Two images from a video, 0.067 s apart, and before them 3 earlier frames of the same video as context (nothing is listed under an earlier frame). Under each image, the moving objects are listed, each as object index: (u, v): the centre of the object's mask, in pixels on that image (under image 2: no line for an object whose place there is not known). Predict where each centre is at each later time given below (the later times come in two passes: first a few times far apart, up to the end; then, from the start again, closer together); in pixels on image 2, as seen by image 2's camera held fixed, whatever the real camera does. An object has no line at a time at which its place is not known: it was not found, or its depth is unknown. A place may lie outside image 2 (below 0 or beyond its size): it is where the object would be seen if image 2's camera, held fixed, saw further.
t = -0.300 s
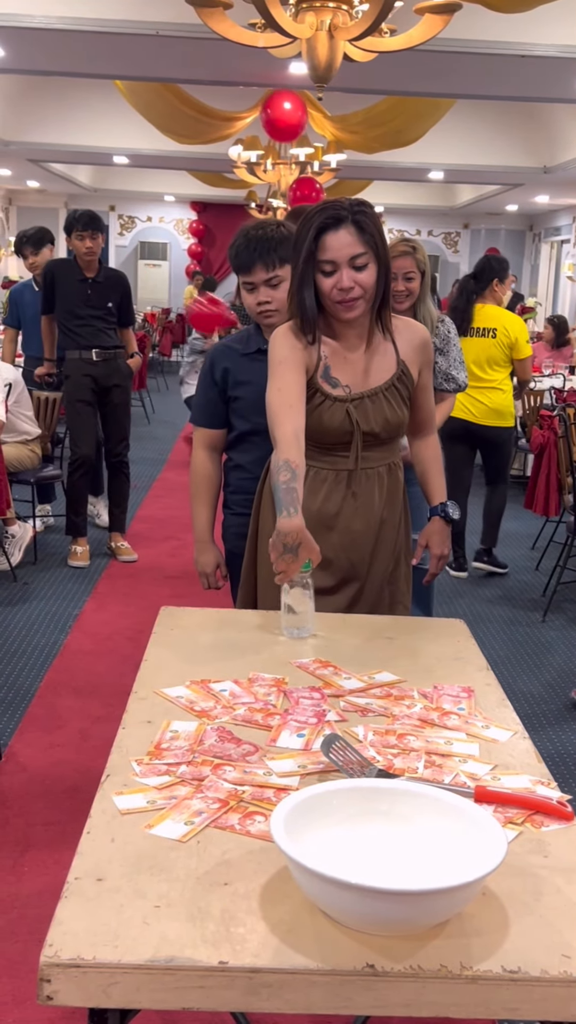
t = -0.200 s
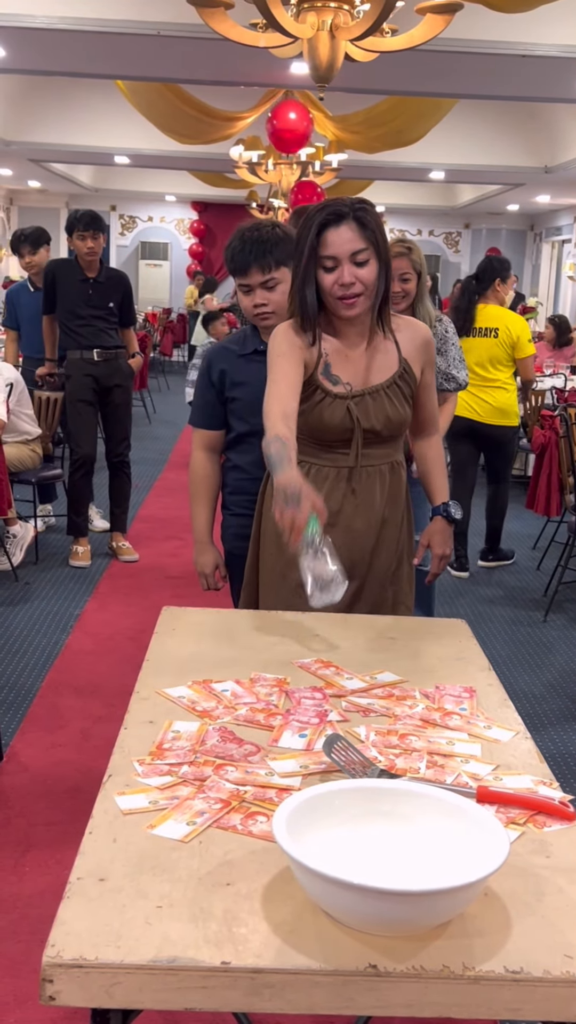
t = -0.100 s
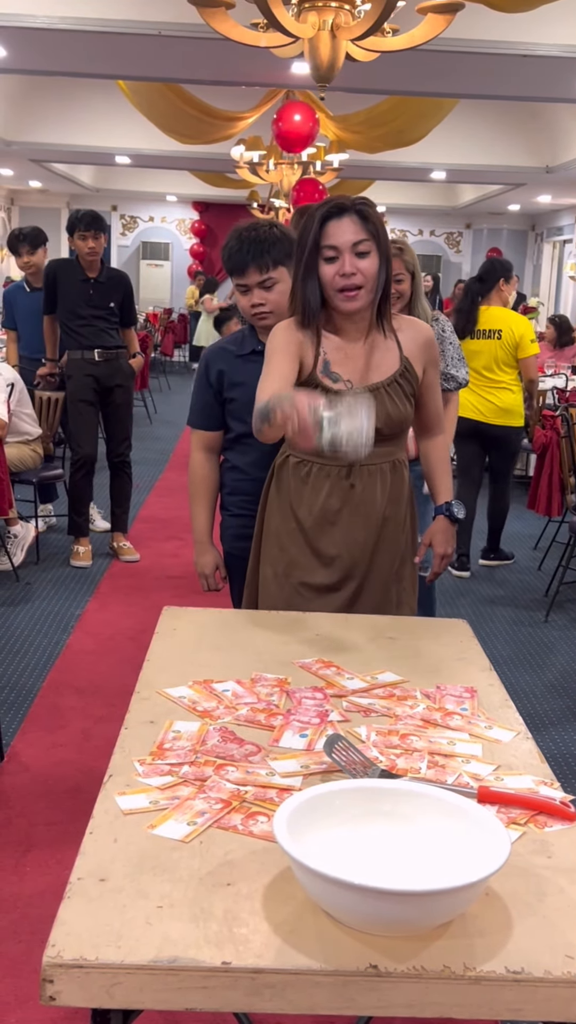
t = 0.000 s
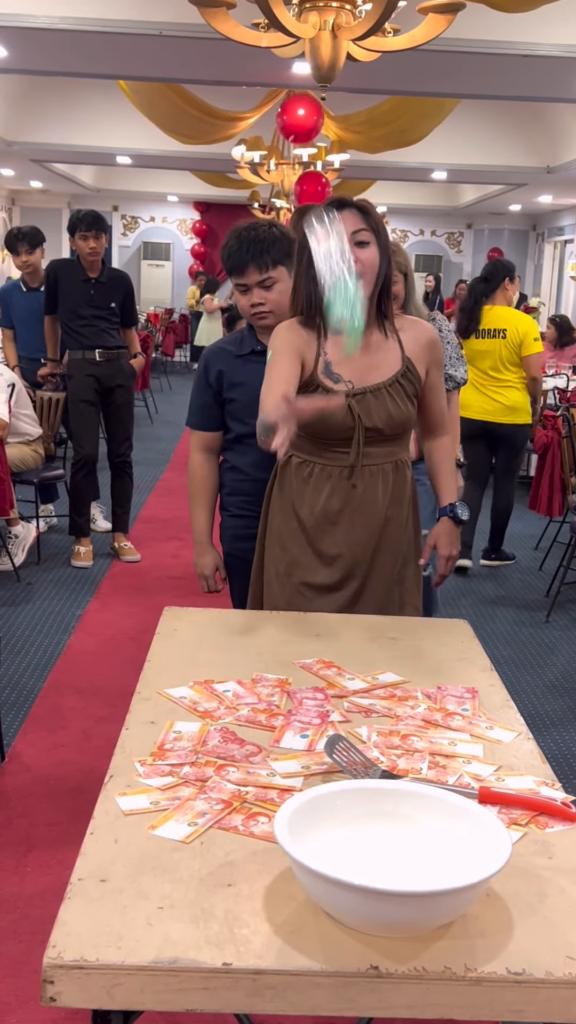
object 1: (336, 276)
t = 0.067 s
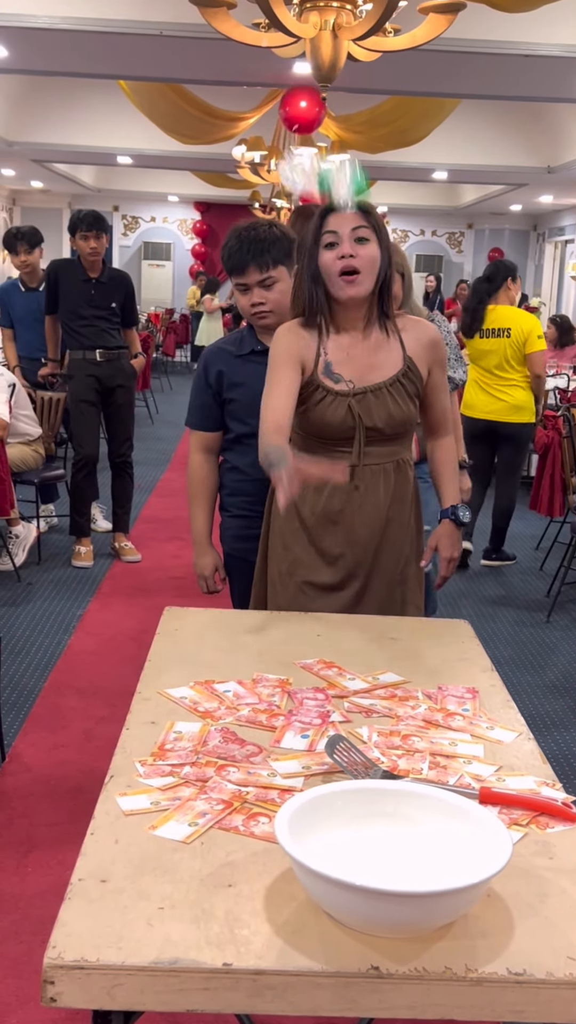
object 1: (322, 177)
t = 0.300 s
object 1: (256, 109)
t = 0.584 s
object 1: (183, 450)
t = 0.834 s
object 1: (77, 726)
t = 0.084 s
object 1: (319, 158)
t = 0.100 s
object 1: (314, 143)
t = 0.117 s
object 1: (311, 129)
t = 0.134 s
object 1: (306, 119)
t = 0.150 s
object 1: (301, 109)
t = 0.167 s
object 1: (296, 103)
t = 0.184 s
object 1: (291, 97)
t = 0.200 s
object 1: (286, 93)
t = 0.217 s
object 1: (281, 91)
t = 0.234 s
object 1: (275, 93)
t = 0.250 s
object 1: (270, 94)
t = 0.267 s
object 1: (265, 98)
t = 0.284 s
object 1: (261, 102)
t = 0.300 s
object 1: (256, 109)
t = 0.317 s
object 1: (252, 119)
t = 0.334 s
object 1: (247, 128)
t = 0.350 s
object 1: (242, 141)
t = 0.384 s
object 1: (232, 172)
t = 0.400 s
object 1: (228, 189)
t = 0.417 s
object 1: (223, 207)
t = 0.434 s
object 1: (219, 226)
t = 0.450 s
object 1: (215, 247)
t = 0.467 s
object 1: (211, 267)
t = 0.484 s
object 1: (207, 292)
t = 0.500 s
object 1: (203, 317)
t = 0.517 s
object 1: (198, 343)
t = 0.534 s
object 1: (194, 369)
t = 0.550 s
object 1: (190, 392)
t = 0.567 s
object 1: (186, 419)
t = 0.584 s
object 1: (183, 450)
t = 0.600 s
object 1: (178, 479)
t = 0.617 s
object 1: (174, 509)
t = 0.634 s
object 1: (170, 542)
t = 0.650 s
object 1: (166, 570)
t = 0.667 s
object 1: (161, 596)
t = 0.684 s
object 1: (156, 601)
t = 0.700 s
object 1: (141, 607)
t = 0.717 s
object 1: (130, 616)
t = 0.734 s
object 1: (121, 630)
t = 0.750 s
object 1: (112, 646)
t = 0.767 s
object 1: (105, 667)
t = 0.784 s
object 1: (100, 684)
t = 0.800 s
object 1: (93, 695)
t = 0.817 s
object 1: (85, 709)
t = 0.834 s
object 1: (77, 726)
